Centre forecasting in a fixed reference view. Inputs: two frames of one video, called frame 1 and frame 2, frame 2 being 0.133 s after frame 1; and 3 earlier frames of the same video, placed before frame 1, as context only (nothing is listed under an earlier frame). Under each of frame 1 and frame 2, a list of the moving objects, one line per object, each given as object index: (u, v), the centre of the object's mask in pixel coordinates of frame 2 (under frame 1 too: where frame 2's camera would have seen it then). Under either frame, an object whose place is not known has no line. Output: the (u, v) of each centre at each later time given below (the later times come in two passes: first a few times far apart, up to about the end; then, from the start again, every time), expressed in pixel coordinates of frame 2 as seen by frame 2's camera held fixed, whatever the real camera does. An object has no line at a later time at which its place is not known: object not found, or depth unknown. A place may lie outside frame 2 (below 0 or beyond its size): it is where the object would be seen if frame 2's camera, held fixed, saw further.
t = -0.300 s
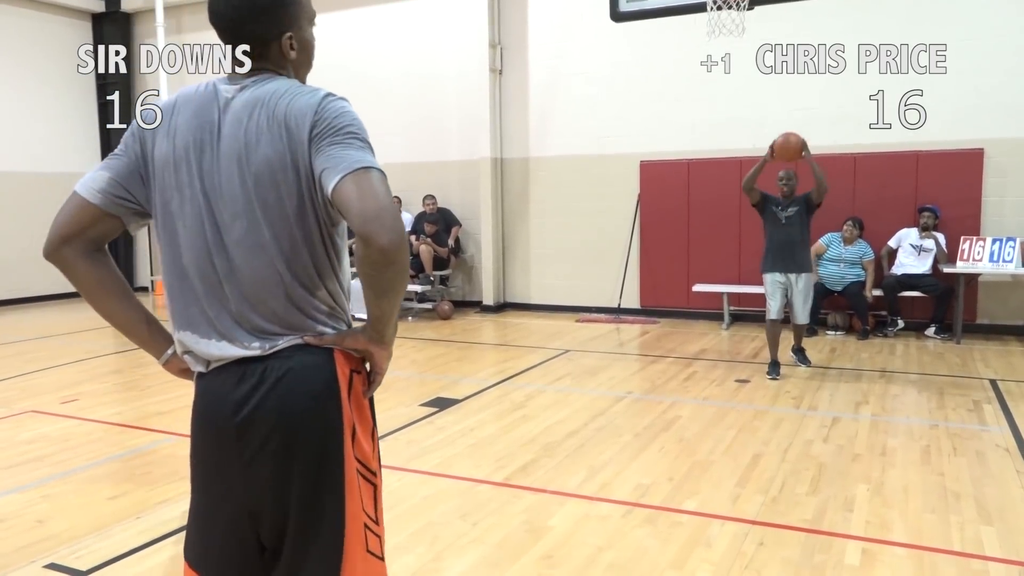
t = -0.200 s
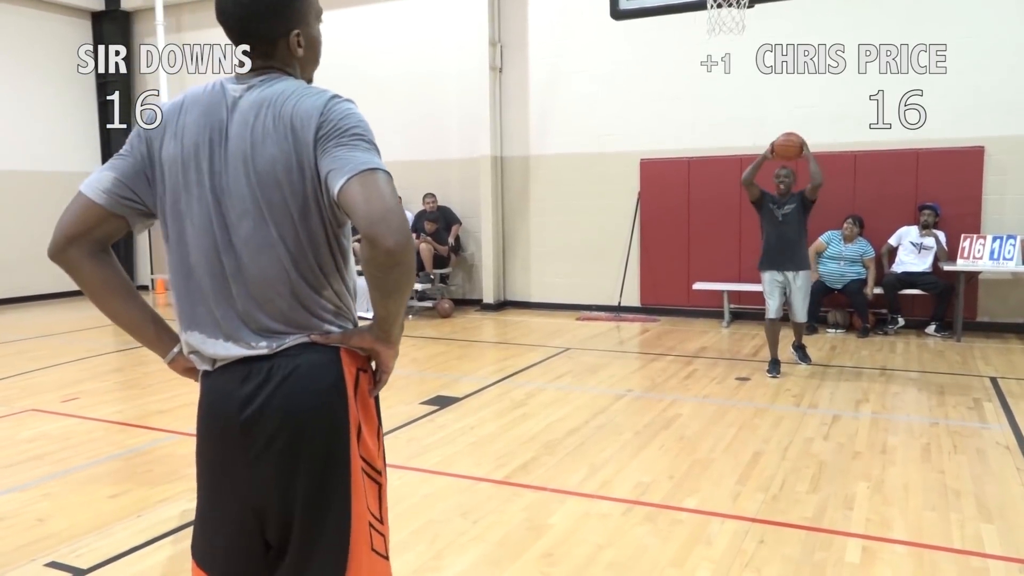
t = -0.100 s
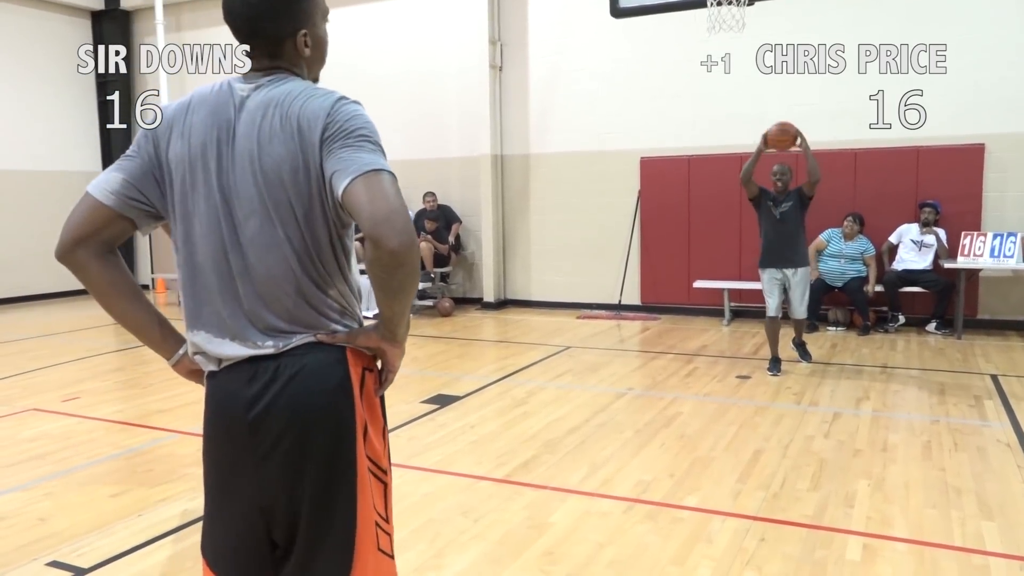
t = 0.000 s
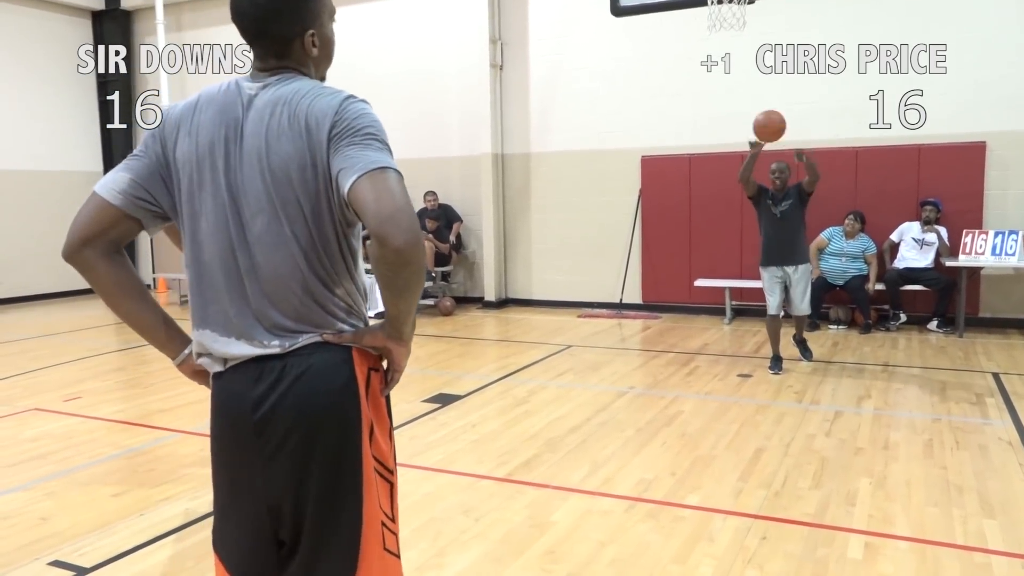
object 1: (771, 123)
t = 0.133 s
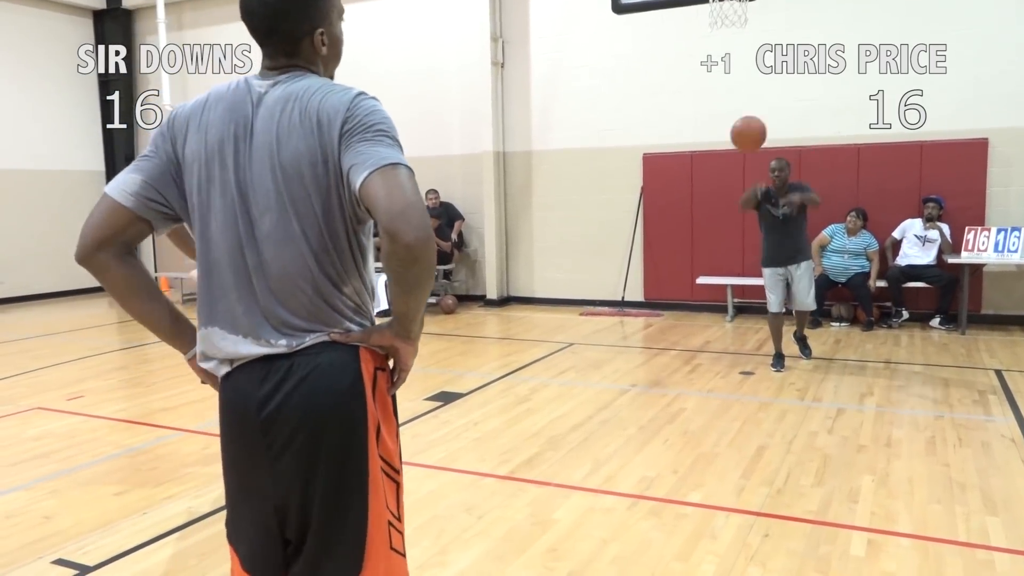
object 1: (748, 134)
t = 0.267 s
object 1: (720, 175)
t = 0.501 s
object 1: (655, 367)
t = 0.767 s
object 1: (541, 389)
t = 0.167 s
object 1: (742, 140)
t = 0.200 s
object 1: (735, 149)
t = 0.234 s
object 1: (728, 161)
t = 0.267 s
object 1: (720, 175)
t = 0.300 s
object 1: (713, 192)
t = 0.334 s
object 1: (704, 211)
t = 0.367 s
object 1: (695, 235)
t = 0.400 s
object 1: (685, 261)
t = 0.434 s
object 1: (676, 289)
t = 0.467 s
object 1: (666, 325)
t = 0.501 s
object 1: (655, 367)
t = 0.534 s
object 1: (644, 409)
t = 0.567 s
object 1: (631, 458)
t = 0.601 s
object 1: (619, 495)
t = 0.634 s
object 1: (605, 471)
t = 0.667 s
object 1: (590, 449)
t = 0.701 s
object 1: (575, 429)
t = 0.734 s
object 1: (559, 408)
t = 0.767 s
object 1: (541, 389)
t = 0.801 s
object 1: (522, 371)
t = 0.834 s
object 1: (501, 354)
